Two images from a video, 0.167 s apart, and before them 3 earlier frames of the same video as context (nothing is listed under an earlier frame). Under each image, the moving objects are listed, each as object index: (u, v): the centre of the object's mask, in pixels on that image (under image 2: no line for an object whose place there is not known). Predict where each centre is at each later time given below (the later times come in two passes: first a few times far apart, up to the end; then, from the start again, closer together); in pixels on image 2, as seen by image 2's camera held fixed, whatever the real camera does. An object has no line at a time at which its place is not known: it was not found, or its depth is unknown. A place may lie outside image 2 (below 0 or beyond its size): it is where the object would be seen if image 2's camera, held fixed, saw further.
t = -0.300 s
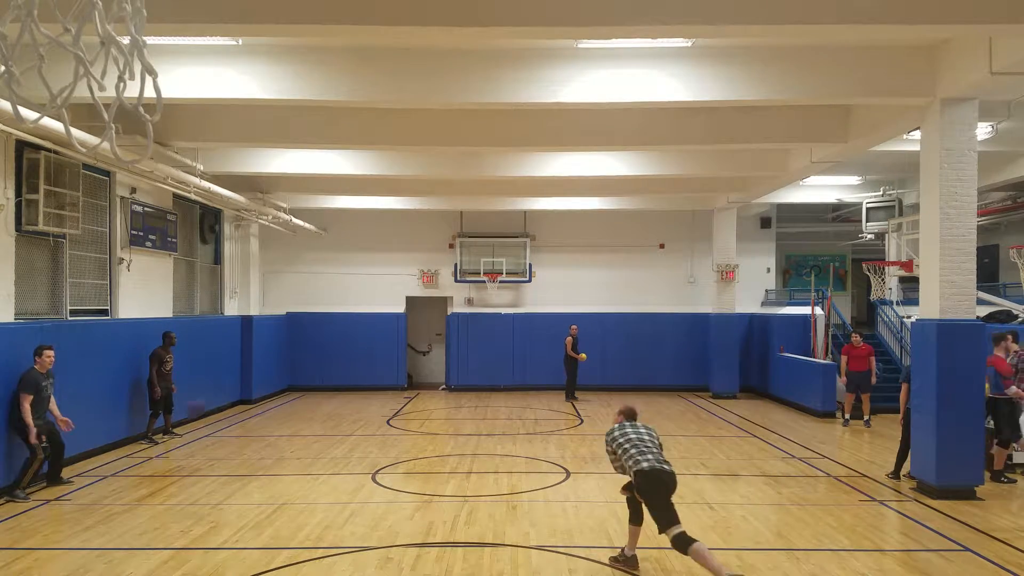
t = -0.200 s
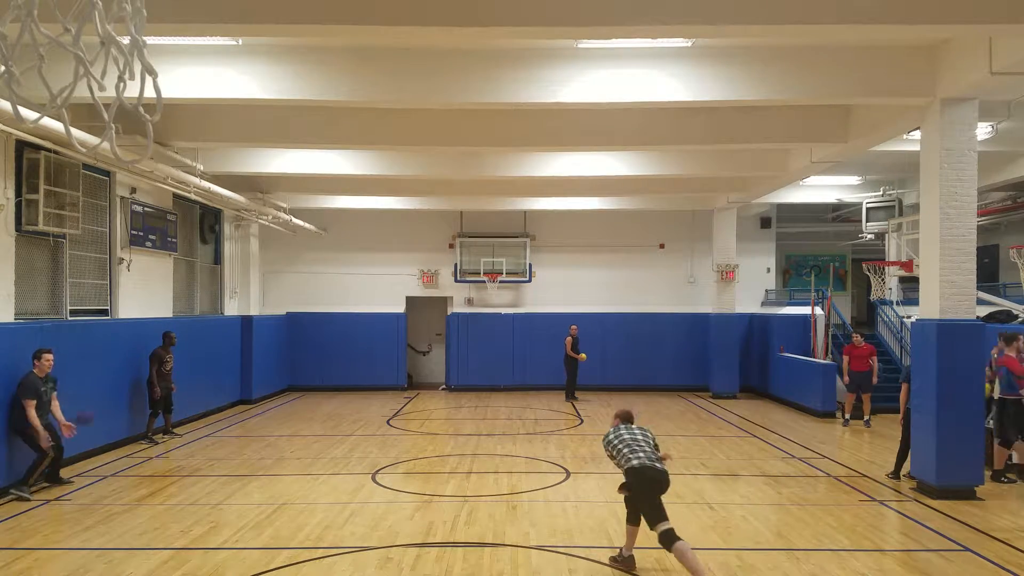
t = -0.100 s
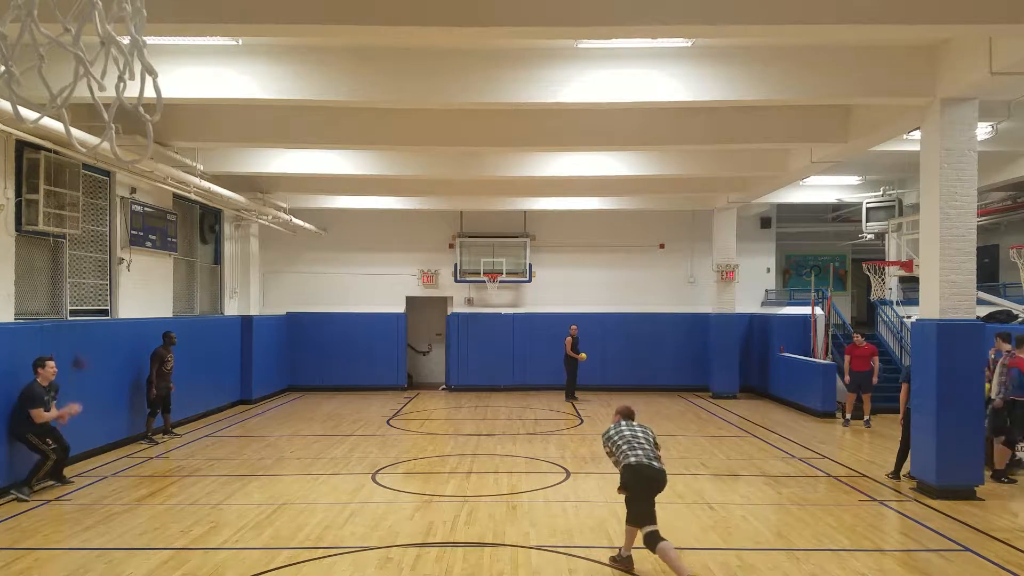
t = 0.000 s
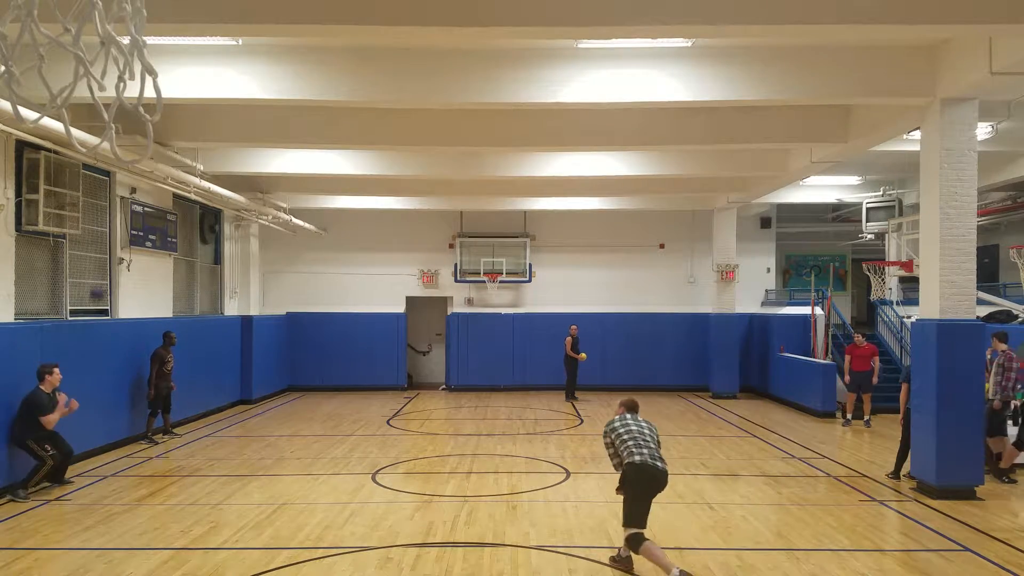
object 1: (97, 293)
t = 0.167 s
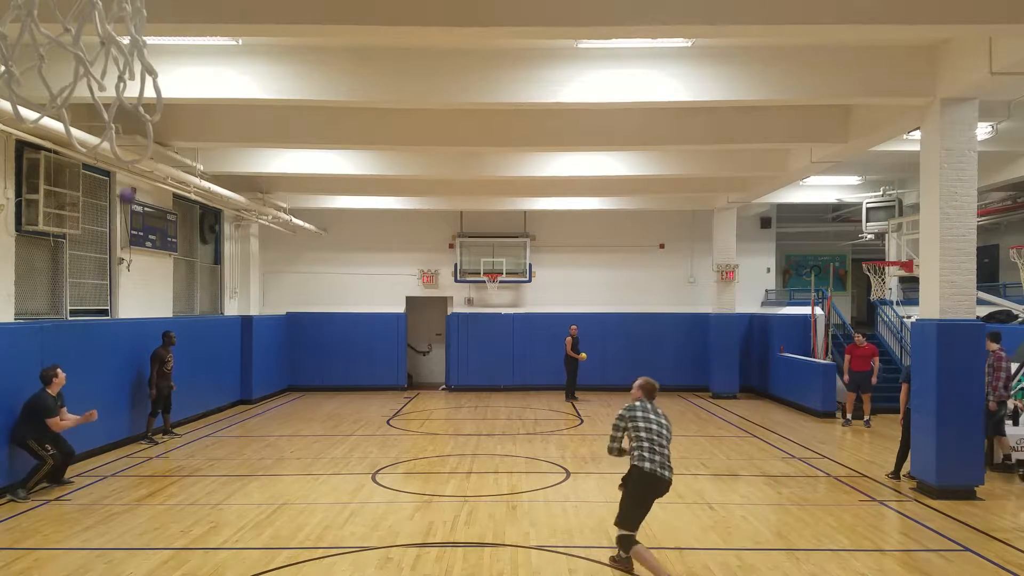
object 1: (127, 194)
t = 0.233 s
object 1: (139, 160)
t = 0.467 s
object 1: (177, 74)
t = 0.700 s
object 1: (216, 48)
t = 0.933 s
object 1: (244, 82)
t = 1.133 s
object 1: (239, 121)
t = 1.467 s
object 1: (231, 286)
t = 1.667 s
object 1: (224, 448)
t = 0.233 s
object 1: (139, 160)
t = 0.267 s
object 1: (142, 146)
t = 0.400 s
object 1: (167, 96)
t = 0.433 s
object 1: (171, 84)
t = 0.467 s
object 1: (177, 74)
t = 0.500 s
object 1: (183, 65)
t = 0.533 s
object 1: (188, 57)
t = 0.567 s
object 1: (194, 51)
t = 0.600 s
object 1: (199, 48)
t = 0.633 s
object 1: (205, 46)
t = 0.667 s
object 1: (212, 47)
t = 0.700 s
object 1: (216, 48)
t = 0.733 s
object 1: (222, 50)
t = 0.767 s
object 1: (227, 53)
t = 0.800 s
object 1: (233, 59)
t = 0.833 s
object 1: (239, 67)
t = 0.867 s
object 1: (245, 76)
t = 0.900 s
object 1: (246, 80)
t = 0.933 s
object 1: (244, 82)
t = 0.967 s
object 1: (243, 86)
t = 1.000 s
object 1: (242, 91)
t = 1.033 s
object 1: (241, 97)
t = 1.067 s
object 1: (240, 105)
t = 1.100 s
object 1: (239, 112)
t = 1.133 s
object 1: (239, 121)
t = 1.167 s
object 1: (238, 133)
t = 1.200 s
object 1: (237, 144)
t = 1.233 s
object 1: (236, 158)
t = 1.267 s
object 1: (235, 172)
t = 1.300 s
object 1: (235, 185)
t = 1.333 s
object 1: (234, 205)
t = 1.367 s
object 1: (233, 222)
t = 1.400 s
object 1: (232, 242)
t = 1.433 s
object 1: (231, 263)
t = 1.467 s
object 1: (231, 286)
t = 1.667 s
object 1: (224, 448)
